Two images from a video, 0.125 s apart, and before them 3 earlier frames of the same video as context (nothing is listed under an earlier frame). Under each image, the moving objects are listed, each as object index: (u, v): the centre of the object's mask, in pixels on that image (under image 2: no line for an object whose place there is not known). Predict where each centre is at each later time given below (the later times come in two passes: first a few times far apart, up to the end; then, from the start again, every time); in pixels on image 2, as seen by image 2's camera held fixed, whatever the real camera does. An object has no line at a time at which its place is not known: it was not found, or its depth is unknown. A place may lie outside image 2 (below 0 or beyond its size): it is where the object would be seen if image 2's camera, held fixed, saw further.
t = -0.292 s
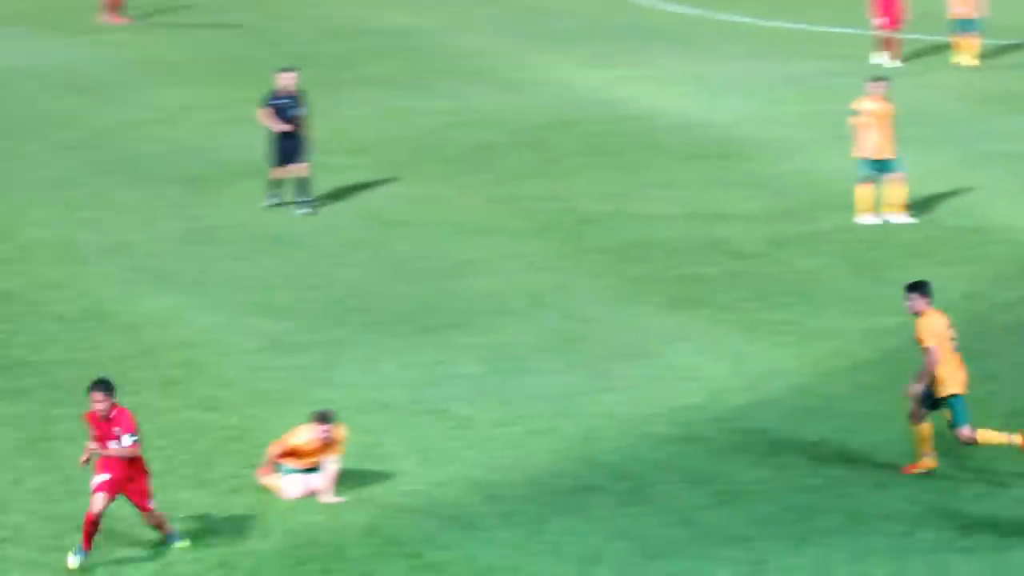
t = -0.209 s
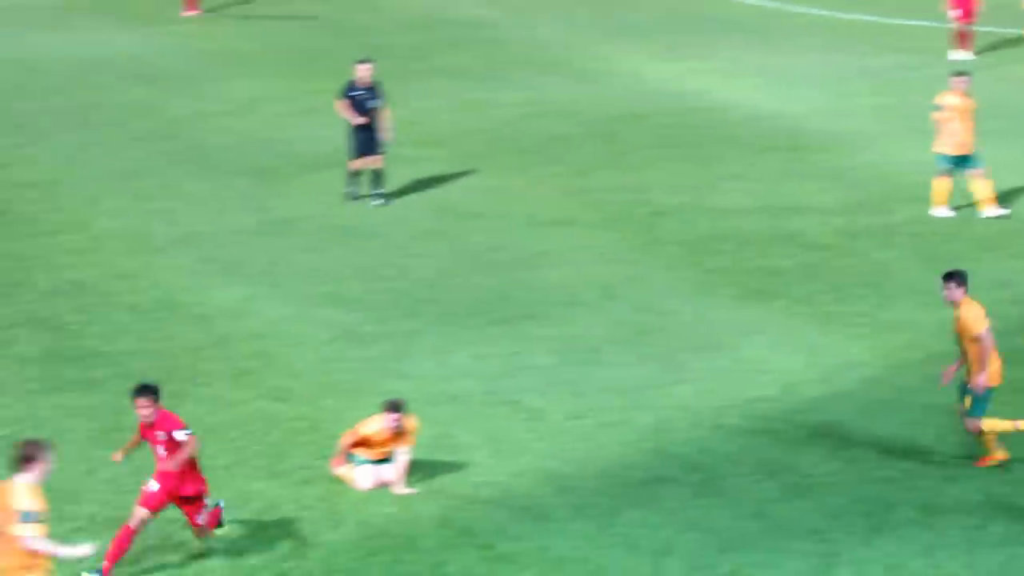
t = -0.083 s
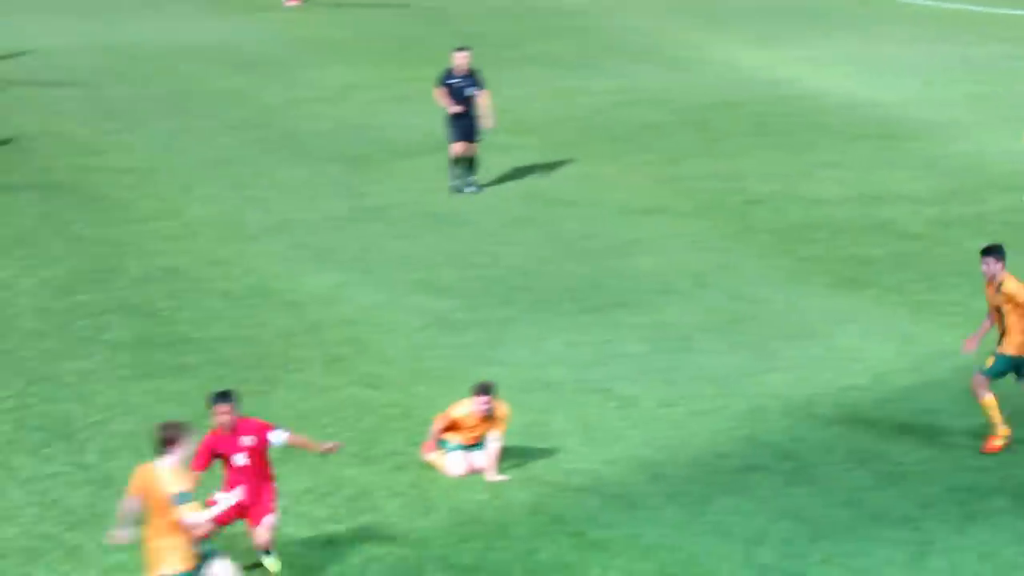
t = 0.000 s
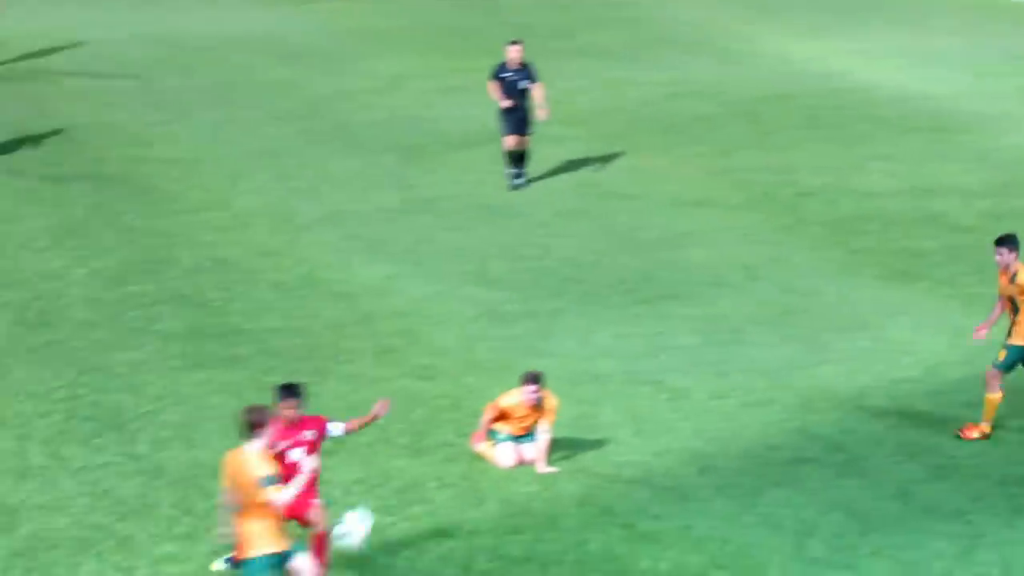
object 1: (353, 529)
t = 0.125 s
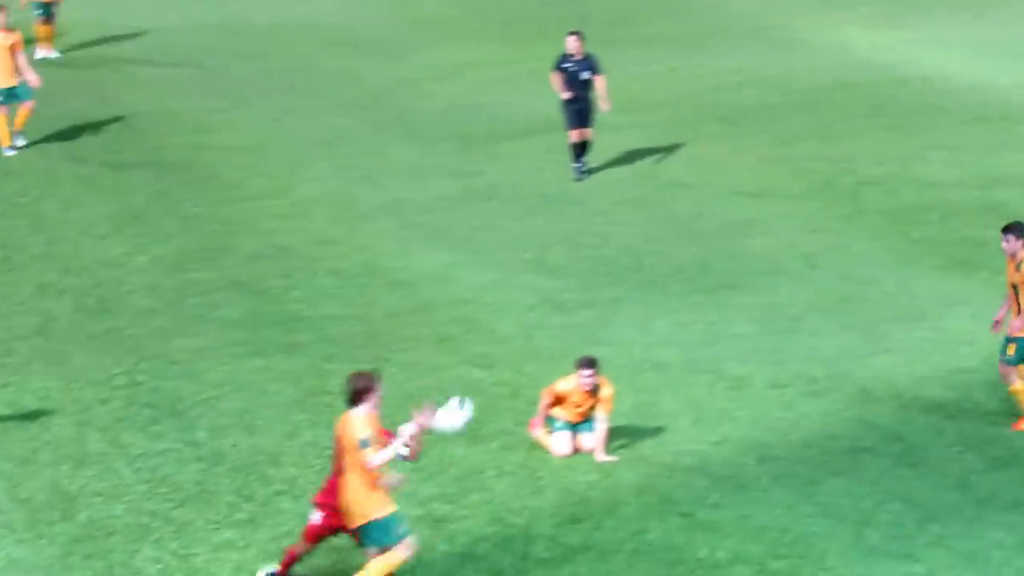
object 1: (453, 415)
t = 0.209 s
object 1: (479, 361)
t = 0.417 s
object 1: (537, 272)
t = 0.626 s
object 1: (585, 243)
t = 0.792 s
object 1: (617, 256)
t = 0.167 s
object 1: (467, 387)
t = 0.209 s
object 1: (479, 361)
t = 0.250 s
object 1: (492, 339)
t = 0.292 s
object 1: (504, 318)
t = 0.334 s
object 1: (515, 301)
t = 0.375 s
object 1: (526, 285)
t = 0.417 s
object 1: (537, 272)
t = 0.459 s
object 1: (547, 262)
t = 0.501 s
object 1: (557, 254)
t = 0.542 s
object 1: (566, 248)
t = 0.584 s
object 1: (575, 244)
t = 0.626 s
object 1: (585, 243)
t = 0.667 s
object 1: (593, 243)
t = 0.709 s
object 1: (601, 245)
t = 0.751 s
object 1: (609, 250)
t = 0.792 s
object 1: (617, 256)
